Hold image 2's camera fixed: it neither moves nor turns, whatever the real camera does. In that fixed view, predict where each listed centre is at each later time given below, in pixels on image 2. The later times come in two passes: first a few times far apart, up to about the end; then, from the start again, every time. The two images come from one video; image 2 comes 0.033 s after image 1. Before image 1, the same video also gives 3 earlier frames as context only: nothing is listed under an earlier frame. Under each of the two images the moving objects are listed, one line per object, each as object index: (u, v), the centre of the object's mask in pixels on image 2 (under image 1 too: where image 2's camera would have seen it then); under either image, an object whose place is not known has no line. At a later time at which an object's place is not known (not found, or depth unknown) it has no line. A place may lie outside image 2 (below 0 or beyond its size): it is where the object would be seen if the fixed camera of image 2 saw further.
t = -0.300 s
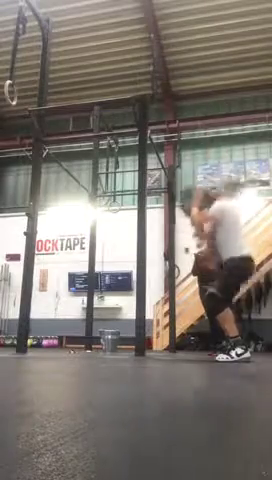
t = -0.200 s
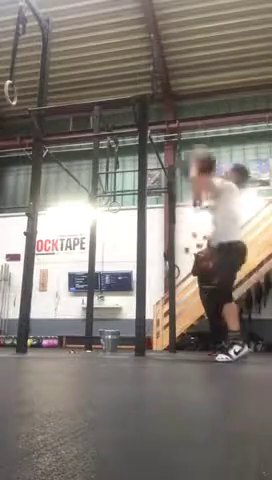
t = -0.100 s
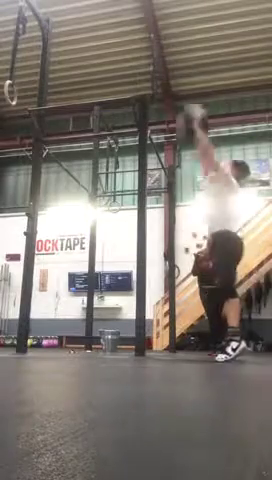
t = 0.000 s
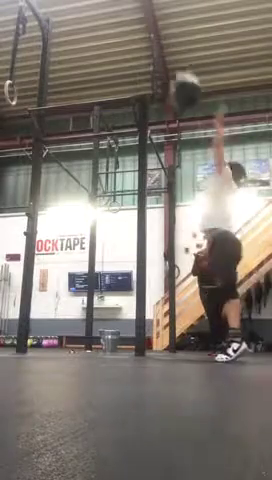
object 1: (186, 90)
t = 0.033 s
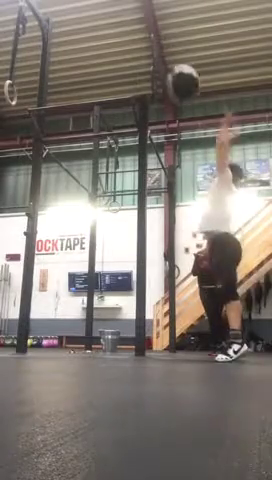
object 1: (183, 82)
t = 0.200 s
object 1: (175, 55)
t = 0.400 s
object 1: (176, 51)
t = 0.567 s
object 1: (182, 69)
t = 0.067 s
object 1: (182, 74)
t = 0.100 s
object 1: (179, 68)
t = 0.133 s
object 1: (178, 63)
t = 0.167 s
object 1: (176, 59)
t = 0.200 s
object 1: (175, 55)
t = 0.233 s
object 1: (173, 52)
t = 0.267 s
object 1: (172, 51)
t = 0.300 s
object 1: (172, 50)
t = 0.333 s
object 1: (174, 50)
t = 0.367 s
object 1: (175, 50)
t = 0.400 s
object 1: (176, 51)
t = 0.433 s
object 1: (176, 52)
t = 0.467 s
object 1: (178, 55)
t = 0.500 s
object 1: (179, 59)
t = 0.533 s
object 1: (180, 64)
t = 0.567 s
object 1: (182, 69)
